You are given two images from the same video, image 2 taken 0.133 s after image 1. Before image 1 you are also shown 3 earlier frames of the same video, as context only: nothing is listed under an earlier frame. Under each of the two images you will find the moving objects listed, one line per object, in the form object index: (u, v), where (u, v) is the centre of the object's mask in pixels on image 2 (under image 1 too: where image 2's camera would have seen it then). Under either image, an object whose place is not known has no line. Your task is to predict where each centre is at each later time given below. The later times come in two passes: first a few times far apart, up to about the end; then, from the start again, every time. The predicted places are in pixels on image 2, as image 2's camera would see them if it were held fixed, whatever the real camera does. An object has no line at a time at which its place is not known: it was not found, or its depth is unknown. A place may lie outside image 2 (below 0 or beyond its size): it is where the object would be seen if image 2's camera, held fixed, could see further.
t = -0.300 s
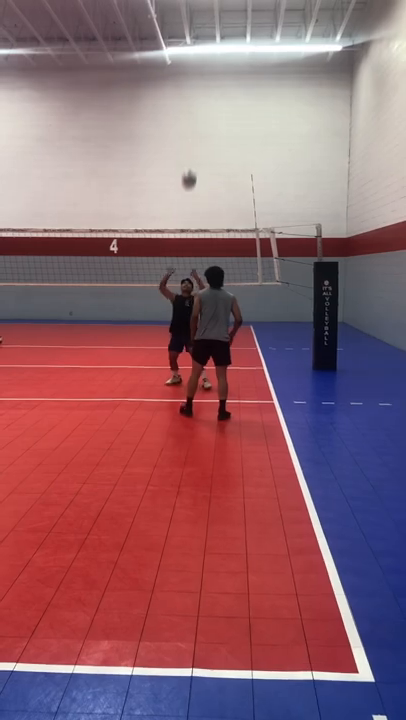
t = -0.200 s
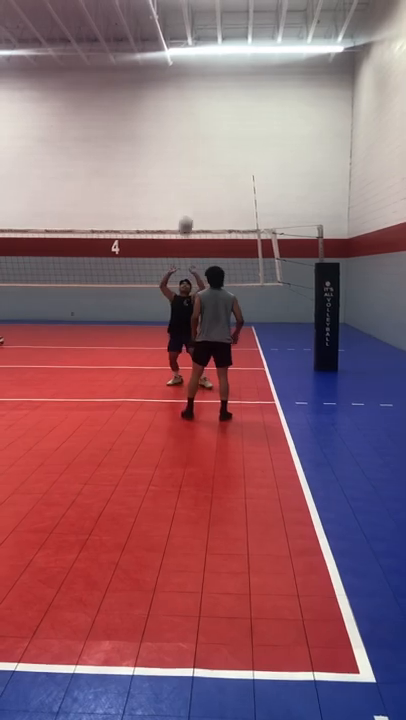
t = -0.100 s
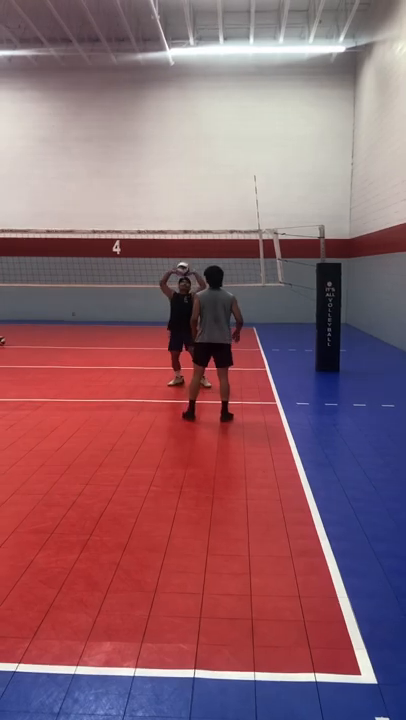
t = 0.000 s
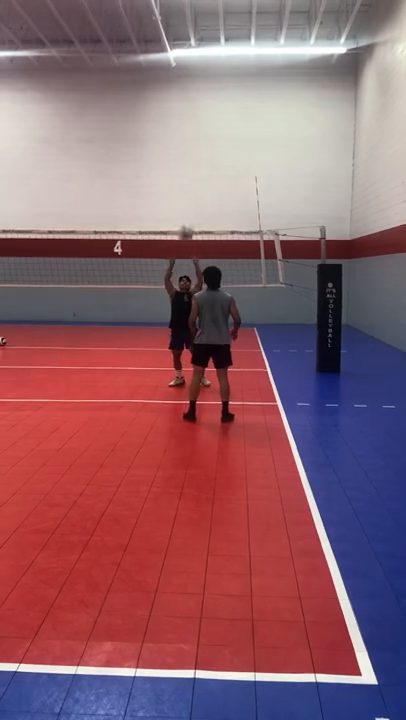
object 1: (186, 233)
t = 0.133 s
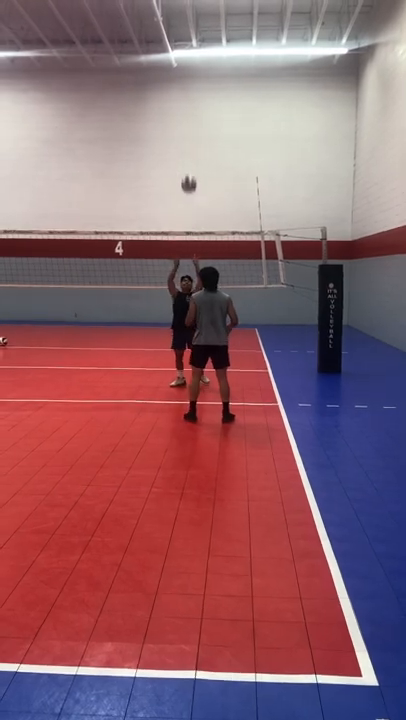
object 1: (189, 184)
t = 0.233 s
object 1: (190, 154)
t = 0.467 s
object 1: (192, 109)
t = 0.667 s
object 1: (194, 103)
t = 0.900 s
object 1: (196, 142)
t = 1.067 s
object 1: (197, 202)
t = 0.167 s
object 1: (189, 172)
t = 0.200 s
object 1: (189, 162)
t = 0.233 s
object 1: (190, 154)
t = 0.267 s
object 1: (191, 145)
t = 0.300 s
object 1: (191, 137)
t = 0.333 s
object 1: (191, 129)
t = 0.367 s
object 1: (192, 123)
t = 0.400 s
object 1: (192, 118)
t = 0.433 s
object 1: (192, 113)
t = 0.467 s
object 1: (192, 109)
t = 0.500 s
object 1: (193, 105)
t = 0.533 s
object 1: (193, 103)
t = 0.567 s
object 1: (194, 102)
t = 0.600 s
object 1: (194, 101)
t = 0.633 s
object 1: (194, 102)
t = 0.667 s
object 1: (194, 103)
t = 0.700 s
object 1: (195, 106)
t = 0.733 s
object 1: (195, 109)
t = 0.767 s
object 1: (195, 114)
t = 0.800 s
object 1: (195, 119)
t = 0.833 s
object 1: (196, 125)
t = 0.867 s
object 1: (196, 133)
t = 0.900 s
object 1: (196, 142)
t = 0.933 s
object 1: (196, 151)
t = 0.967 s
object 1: (197, 162)
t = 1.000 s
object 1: (197, 174)
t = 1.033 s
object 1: (197, 188)
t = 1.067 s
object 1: (197, 202)
